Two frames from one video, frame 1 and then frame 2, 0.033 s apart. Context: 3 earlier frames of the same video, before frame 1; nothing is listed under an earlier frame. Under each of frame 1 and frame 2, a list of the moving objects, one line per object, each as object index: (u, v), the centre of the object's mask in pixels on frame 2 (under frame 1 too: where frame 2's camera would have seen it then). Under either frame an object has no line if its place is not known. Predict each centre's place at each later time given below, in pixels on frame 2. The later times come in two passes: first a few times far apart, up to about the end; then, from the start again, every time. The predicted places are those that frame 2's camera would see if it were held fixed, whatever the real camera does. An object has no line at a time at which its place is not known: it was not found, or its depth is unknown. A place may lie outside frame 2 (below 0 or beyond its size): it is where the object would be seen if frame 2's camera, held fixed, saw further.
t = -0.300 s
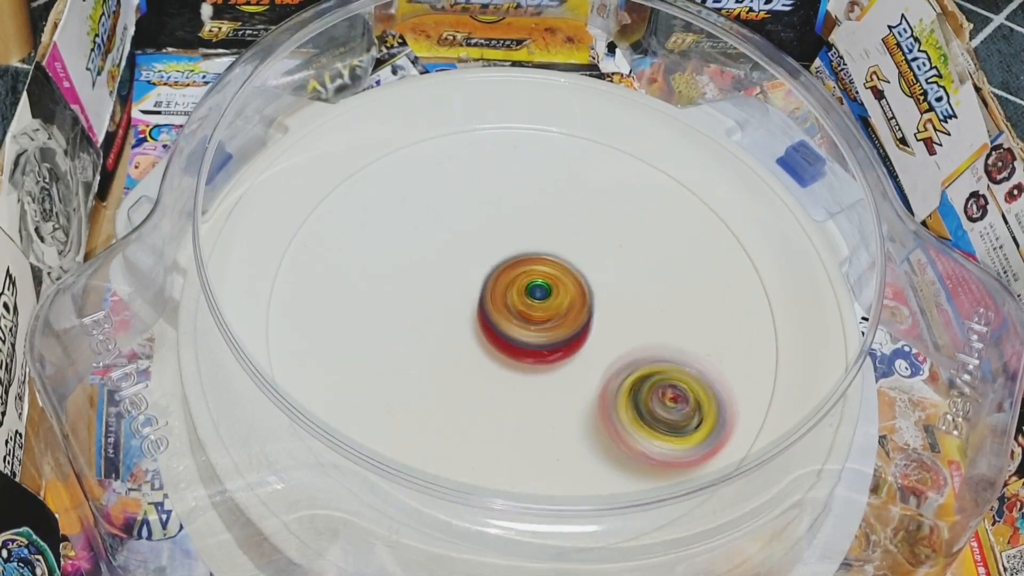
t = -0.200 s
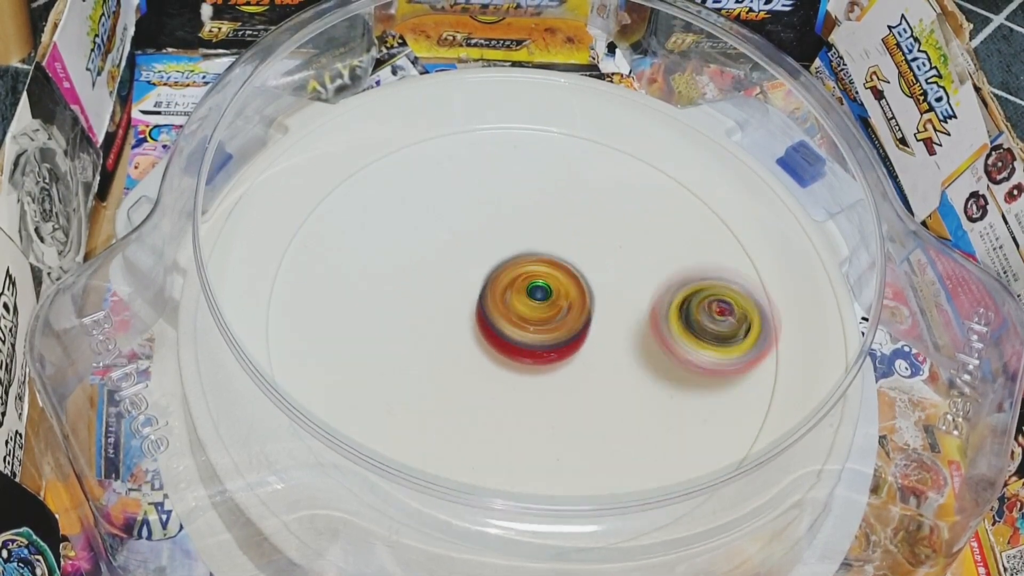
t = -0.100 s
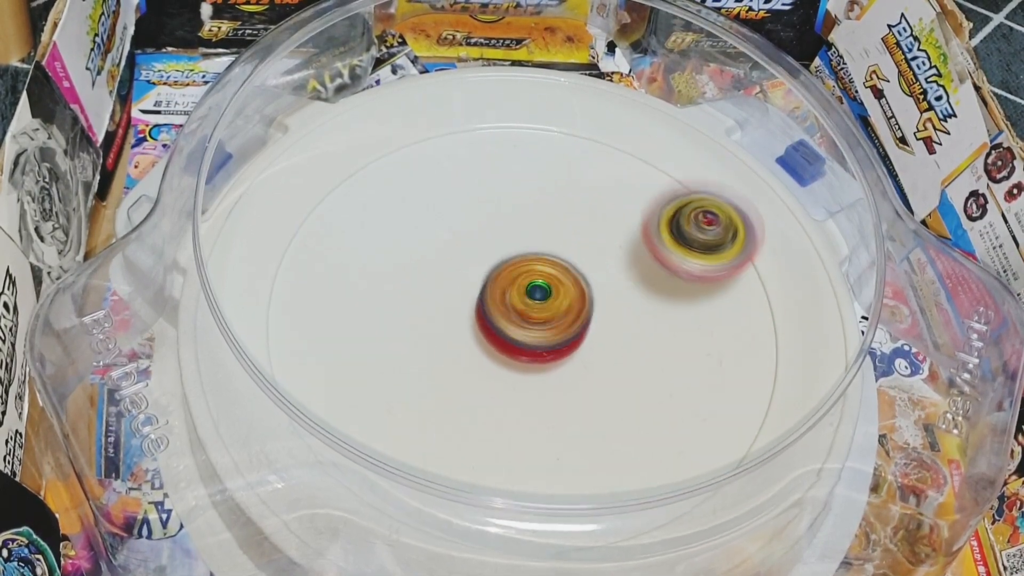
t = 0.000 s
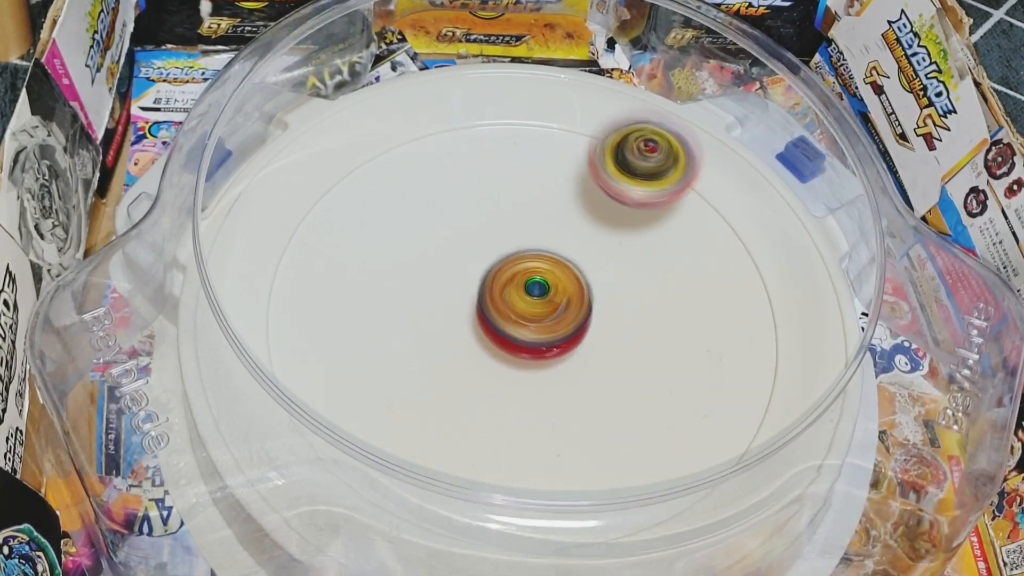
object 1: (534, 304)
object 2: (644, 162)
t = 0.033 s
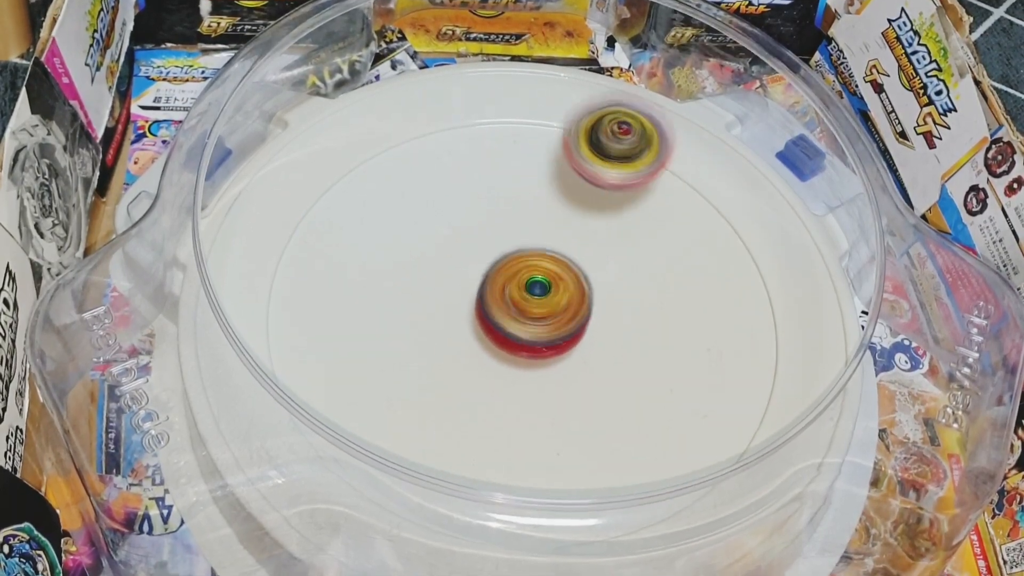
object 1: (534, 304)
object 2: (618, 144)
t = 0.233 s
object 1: (534, 304)
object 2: (430, 137)
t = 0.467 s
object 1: (534, 304)
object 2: (356, 332)
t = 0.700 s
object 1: (534, 304)
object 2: (606, 433)
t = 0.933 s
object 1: (534, 303)
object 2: (735, 268)
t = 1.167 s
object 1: (533, 304)
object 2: (578, 142)
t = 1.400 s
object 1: (533, 303)
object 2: (382, 239)
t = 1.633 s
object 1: (532, 302)
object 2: (472, 428)
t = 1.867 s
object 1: (532, 301)
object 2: (702, 388)
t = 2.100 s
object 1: (532, 300)
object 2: (664, 210)
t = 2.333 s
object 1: (532, 300)
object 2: (451, 189)
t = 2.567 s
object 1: (533, 301)
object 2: (368, 354)
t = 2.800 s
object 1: (534, 302)
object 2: (579, 440)
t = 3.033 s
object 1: (533, 303)
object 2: (679, 288)
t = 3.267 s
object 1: (534, 303)
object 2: (534, 172)
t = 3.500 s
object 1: (533, 304)
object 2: (362, 245)
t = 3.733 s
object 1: (533, 303)
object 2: (468, 410)
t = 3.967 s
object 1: (532, 303)
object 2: (662, 347)
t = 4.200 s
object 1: (532, 302)
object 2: (627, 191)
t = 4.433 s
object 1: (531, 302)
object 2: (446, 179)
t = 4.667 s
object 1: (532, 303)
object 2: (419, 346)
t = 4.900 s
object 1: (531, 304)
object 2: (616, 397)
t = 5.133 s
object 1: (532, 304)
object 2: (689, 261)
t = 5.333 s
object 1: (532, 304)
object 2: (568, 181)
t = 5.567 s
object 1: (532, 304)
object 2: (413, 253)
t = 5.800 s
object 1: (533, 303)
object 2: (476, 407)
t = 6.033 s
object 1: (532, 303)
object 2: (661, 377)
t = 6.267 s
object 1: (532, 301)
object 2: (632, 229)
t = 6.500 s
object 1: (525, 309)
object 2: (466, 189)
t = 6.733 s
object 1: (523, 310)
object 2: (377, 302)
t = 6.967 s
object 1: (526, 302)
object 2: (529, 406)
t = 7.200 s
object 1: (536, 297)
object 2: (667, 319)
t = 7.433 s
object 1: (538, 296)
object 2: (593, 196)
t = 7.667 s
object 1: (536, 298)
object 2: (433, 214)
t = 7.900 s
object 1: (533, 299)
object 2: (427, 358)
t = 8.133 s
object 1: (530, 302)
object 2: (605, 397)
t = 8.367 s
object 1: (530, 304)
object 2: (664, 269)
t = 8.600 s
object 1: (532, 304)
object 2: (535, 192)
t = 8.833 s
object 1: (534, 305)
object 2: (406, 261)
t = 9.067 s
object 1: (536, 301)
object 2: (477, 394)
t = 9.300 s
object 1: (533, 300)
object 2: (641, 360)
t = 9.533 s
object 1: (477, 283)
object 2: (678, 238)
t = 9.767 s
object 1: (465, 280)
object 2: (582, 175)
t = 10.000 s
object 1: (326, 365)
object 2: (556, 163)
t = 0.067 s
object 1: (534, 304)
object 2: (589, 132)
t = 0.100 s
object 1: (534, 304)
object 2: (558, 124)
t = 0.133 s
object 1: (534, 304)
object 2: (526, 120)
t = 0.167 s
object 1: (534, 304)
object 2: (493, 121)
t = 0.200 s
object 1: (534, 304)
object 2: (460, 127)
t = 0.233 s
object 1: (534, 304)
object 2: (430, 137)
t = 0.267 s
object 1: (534, 304)
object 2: (401, 153)
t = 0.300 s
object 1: (534, 304)
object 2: (377, 174)
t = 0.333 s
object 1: (534, 304)
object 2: (356, 202)
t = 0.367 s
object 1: (534, 304)
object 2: (344, 231)
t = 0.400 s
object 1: (534, 305)
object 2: (340, 264)
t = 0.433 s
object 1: (534, 304)
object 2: (343, 298)
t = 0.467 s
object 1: (534, 304)
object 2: (356, 332)
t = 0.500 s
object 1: (534, 304)
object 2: (378, 365)
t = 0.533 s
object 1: (534, 304)
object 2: (406, 393)
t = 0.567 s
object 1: (534, 305)
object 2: (442, 414)
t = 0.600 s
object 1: (534, 304)
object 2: (482, 428)
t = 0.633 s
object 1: (534, 304)
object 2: (523, 436)
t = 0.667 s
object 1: (534, 304)
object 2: (565, 438)
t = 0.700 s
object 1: (534, 304)
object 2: (606, 433)
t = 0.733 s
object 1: (534, 304)
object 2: (643, 421)
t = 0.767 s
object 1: (534, 304)
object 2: (676, 402)
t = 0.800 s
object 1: (534, 304)
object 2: (700, 379)
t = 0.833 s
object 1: (534, 303)
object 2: (718, 353)
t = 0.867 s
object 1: (534, 303)
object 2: (730, 325)
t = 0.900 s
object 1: (534, 303)
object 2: (736, 296)
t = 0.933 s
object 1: (534, 303)
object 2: (735, 268)
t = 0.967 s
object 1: (533, 303)
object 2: (726, 243)
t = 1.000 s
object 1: (533, 303)
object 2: (714, 216)
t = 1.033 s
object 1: (533, 303)
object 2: (694, 193)
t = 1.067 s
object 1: (533, 303)
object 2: (670, 172)
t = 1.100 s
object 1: (533, 304)
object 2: (641, 158)
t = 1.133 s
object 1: (532, 304)
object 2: (611, 148)
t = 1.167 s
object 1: (533, 304)
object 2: (578, 142)
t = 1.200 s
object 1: (533, 304)
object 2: (544, 141)
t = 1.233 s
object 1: (533, 304)
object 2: (510, 144)
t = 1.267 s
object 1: (533, 304)
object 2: (478, 154)
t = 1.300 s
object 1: (534, 303)
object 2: (448, 168)
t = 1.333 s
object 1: (533, 304)
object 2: (420, 188)
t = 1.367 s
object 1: (534, 303)
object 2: (398, 212)
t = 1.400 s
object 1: (533, 303)
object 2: (382, 239)
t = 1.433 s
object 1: (533, 303)
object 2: (371, 268)
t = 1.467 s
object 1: (533, 303)
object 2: (369, 299)
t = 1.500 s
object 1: (532, 302)
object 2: (375, 331)
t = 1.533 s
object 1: (532, 302)
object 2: (389, 361)
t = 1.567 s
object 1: (532, 302)
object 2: (410, 390)
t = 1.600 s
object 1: (532, 302)
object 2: (439, 413)
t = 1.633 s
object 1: (532, 302)
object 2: (472, 428)
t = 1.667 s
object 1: (532, 302)
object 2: (508, 439)
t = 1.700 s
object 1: (532, 302)
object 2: (545, 445)
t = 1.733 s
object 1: (532, 302)
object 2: (583, 445)
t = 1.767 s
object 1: (531, 301)
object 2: (620, 439)
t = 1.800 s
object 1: (531, 301)
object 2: (653, 429)
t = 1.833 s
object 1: (531, 301)
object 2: (680, 412)
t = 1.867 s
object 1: (532, 301)
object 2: (702, 388)
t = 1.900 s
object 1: (532, 301)
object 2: (716, 361)
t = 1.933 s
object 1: (532, 301)
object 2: (723, 334)
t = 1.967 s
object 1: (532, 300)
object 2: (723, 305)
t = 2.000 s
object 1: (531, 300)
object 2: (717, 279)
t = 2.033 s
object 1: (532, 300)
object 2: (704, 253)
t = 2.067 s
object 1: (532, 300)
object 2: (686, 232)
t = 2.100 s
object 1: (532, 300)
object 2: (664, 210)
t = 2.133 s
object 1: (532, 300)
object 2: (636, 197)
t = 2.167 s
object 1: (532, 300)
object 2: (608, 185)
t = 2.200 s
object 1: (532, 300)
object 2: (577, 176)
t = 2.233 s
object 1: (532, 300)
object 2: (544, 174)
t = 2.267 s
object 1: (532, 300)
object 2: (513, 175)
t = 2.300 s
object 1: (532, 300)
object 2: (482, 179)
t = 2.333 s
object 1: (532, 300)
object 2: (451, 189)
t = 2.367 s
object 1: (532, 300)
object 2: (423, 204)
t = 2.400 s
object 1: (533, 300)
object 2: (399, 223)
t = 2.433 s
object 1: (533, 301)
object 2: (380, 244)
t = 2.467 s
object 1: (533, 301)
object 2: (366, 270)
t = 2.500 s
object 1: (533, 301)
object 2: (359, 296)
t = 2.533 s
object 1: (533, 301)
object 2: (359, 325)
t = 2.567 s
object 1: (533, 301)
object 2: (368, 354)
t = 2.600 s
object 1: (533, 301)
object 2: (384, 382)
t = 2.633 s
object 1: (533, 301)
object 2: (409, 404)
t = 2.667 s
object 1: (533, 302)
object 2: (439, 421)
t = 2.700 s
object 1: (533, 302)
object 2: (472, 434)
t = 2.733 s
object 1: (534, 302)
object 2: (508, 441)
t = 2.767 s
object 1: (534, 302)
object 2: (544, 444)
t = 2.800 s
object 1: (534, 302)
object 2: (579, 440)
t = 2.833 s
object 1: (533, 302)
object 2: (610, 430)
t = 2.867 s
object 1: (533, 302)
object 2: (637, 412)
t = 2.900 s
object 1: (533, 302)
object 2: (659, 391)
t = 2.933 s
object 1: (533, 303)
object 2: (675, 366)
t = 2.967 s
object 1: (534, 303)
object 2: (682, 340)
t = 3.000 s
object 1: (534, 303)
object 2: (683, 313)
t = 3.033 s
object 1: (533, 303)
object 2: (679, 288)
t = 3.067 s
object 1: (534, 303)
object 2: (670, 262)
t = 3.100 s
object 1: (534, 303)
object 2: (655, 241)
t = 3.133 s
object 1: (534, 303)
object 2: (638, 221)
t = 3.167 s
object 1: (534, 303)
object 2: (614, 203)
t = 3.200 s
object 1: (534, 303)
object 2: (589, 189)
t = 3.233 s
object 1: (534, 303)
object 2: (562, 179)
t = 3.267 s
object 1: (534, 303)
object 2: (534, 172)
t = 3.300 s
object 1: (534, 303)
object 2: (505, 167)
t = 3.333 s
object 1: (534, 303)
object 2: (475, 171)
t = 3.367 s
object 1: (534, 303)
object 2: (447, 176)
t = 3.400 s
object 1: (533, 303)
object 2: (420, 186)
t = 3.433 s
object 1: (533, 303)
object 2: (395, 205)
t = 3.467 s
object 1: (533, 303)
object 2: (377, 223)
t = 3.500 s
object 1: (533, 304)
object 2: (362, 245)
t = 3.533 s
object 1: (533, 304)
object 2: (356, 271)
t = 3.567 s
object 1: (533, 304)
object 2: (356, 299)
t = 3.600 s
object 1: (533, 304)
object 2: (364, 328)
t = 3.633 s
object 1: (533, 303)
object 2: (382, 354)
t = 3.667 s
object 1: (533, 303)
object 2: (406, 378)
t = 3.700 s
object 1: (533, 303)
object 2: (434, 397)
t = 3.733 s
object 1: (533, 303)
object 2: (468, 410)
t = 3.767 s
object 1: (533, 303)
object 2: (502, 418)
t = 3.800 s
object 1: (533, 302)
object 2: (536, 417)
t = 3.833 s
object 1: (532, 302)
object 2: (570, 412)
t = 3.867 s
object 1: (532, 303)
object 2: (602, 401)
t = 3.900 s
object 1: (532, 303)
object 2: (626, 386)
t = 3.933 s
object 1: (532, 303)
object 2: (646, 368)
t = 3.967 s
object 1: (532, 303)
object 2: (662, 347)
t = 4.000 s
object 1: (532, 303)
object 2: (672, 323)
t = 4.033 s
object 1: (532, 303)
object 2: (677, 299)
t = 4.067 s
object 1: (532, 303)
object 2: (676, 276)
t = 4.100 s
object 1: (532, 303)
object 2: (671, 252)
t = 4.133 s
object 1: (532, 303)
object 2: (661, 228)
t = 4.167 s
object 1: (532, 303)
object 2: (647, 209)
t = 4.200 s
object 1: (532, 302)
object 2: (627, 191)
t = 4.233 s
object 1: (532, 302)
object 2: (605, 179)
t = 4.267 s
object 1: (532, 302)
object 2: (580, 168)
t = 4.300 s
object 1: (532, 302)
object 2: (552, 162)
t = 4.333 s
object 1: (532, 302)
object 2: (524, 160)
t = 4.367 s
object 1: (532, 302)
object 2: (496, 163)
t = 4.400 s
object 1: (532, 302)
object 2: (470, 169)
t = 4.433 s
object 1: (531, 302)
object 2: (446, 179)
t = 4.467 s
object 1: (531, 302)
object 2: (423, 195)
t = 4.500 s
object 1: (531, 302)
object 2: (407, 217)
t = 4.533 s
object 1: (531, 302)
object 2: (396, 242)
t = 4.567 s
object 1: (531, 303)
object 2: (391, 268)
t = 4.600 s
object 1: (531, 303)
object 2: (394, 293)
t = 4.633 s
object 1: (531, 303)
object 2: (403, 321)
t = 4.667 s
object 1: (532, 303)
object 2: (419, 346)
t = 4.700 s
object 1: (533, 302)
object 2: (440, 368)
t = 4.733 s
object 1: (533, 301)
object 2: (466, 386)
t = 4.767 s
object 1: (532, 300)
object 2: (495, 397)
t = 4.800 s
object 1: (531, 300)
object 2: (526, 405)
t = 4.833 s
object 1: (530, 301)
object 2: (558, 408)
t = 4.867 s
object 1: (530, 303)
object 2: (589, 406)
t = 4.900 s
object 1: (531, 304)
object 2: (616, 397)
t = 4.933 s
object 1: (531, 304)
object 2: (642, 385)
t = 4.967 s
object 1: (531, 304)
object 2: (663, 370)
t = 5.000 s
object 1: (531, 304)
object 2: (678, 351)
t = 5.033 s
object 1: (532, 304)
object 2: (689, 330)
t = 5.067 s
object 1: (532, 304)
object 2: (694, 307)
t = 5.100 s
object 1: (532, 304)
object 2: (694, 283)
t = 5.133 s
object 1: (532, 304)
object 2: (689, 261)
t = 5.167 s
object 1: (532, 304)
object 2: (679, 240)
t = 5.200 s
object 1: (532, 304)
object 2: (664, 222)
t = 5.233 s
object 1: (532, 304)
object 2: (644, 206)
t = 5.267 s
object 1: (532, 304)
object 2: (622, 193)
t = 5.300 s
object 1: (532, 304)
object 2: (596, 185)
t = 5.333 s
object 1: (532, 304)
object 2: (568, 181)
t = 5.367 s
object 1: (532, 304)
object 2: (541, 181)
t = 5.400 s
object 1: (532, 304)
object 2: (514, 182)
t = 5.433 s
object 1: (532, 304)
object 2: (487, 189)
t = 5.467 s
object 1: (533, 304)
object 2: (464, 200)
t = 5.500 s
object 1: (532, 304)
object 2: (444, 215)
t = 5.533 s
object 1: (532, 304)
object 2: (426, 233)
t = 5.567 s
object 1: (532, 304)
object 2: (413, 253)
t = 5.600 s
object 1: (533, 304)
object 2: (405, 277)
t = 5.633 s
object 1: (533, 304)
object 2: (402, 300)
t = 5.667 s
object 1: (533, 304)
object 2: (406, 324)
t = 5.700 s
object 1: (533, 304)
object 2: (415, 349)
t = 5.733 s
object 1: (533, 303)
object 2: (430, 373)
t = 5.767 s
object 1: (533, 304)
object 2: (451, 392)
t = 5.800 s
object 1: (533, 303)
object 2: (476, 407)
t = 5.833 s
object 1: (533, 303)
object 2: (505, 419)
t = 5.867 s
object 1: (533, 303)
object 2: (535, 425)
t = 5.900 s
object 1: (533, 303)
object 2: (565, 425)
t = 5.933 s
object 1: (533, 303)
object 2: (595, 419)
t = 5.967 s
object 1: (533, 303)
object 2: (622, 408)
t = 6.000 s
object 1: (533, 303)
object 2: (643, 393)
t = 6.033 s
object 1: (532, 303)
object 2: (661, 377)
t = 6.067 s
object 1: (532, 303)
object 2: (672, 356)
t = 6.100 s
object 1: (532, 303)
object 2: (678, 334)
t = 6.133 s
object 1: (532, 302)
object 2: (679, 310)
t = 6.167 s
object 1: (532, 302)
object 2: (673, 287)
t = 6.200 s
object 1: (532, 302)
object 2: (663, 266)
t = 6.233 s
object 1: (532, 302)
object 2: (650, 246)
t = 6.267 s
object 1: (532, 301)
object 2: (632, 229)
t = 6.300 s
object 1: (532, 301)
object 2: (612, 215)
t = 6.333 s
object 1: (532, 301)
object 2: (587, 204)
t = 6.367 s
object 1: (531, 302)
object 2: (563, 197)
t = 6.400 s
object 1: (528, 305)
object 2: (540, 189)
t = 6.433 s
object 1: (526, 307)
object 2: (514, 187)
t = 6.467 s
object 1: (525, 308)
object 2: (490, 187)
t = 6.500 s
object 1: (525, 309)
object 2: (466, 189)
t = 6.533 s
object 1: (524, 310)
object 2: (442, 196)
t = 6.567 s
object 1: (524, 310)
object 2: (421, 206)
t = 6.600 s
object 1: (524, 310)
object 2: (403, 220)
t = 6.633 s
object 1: (523, 310)
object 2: (389, 237)
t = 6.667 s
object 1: (523, 310)
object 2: (380, 257)
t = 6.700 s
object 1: (523, 310)
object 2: (375, 279)
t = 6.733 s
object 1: (523, 310)
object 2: (377, 302)
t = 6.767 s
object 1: (523, 310)
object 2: (385, 326)
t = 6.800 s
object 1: (523, 310)
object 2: (398, 348)
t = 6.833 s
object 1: (524, 309)
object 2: (418, 369)
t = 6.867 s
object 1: (526, 307)
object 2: (443, 384)
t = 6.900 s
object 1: (526, 306)
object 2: (471, 396)
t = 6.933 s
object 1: (526, 304)
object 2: (501, 402)
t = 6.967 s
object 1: (526, 302)
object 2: (529, 406)
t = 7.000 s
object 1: (528, 300)
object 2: (557, 405)
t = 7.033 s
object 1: (531, 300)
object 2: (585, 402)
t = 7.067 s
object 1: (533, 299)
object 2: (610, 391)
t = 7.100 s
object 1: (534, 298)
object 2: (632, 377)
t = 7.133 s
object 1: (534, 297)
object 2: (648, 360)
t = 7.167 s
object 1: (535, 297)
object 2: (660, 340)
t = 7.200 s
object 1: (536, 297)
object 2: (667, 319)
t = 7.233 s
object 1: (536, 297)
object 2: (669, 298)
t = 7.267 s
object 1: (536, 297)
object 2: (666, 276)
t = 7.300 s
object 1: (537, 297)
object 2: (660, 256)
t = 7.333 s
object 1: (537, 296)
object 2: (649, 238)
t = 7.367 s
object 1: (537, 296)
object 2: (634, 219)
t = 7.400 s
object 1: (538, 296)
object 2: (616, 206)
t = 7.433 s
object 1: (538, 296)
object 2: (593, 196)
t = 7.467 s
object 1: (538, 296)
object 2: (570, 188)
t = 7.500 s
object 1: (538, 296)
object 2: (546, 185)
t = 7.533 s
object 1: (538, 296)
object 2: (522, 184)
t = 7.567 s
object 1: (537, 296)
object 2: (497, 187)
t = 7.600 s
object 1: (537, 297)
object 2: (475, 193)
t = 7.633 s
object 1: (536, 297)
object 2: (453, 200)
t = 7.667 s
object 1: (536, 298)
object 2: (433, 214)
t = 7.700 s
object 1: (535, 298)
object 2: (417, 230)
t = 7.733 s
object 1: (534, 298)
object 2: (406, 248)
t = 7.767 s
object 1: (534, 299)
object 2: (400, 271)
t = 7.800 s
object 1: (533, 299)
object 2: (398, 292)
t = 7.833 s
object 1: (533, 299)
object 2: (403, 315)
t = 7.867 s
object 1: (533, 299)
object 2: (412, 337)
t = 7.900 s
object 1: (533, 299)
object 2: (427, 358)
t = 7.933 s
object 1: (533, 299)
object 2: (447, 377)
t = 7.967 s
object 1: (532, 298)
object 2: (469, 391)
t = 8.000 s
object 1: (531, 298)
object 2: (497, 400)
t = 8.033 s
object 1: (530, 298)
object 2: (525, 407)
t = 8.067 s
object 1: (530, 299)
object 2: (553, 407)
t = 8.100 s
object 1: (530, 300)
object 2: (580, 404)
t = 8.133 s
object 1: (530, 302)
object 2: (605, 397)
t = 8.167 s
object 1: (530, 302)
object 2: (628, 384)
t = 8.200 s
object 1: (530, 303)
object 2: (645, 369)
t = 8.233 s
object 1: (530, 303)
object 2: (658, 351)
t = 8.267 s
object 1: (530, 304)
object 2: (667, 331)
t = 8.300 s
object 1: (530, 304)
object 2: (670, 310)
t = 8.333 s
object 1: (530, 304)
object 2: (669, 290)
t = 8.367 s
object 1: (530, 304)
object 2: (664, 269)
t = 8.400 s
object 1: (530, 304)
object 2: (655, 250)
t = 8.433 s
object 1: (531, 304)
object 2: (641, 233)
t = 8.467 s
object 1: (531, 304)
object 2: (625, 218)
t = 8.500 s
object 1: (531, 304)
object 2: (605, 206)
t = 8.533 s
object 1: (531, 304)
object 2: (582, 199)
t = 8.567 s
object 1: (532, 304)
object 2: (559, 192)
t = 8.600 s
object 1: (532, 304)
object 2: (535, 192)
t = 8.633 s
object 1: (532, 304)
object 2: (512, 191)
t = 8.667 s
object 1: (532, 304)
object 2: (488, 196)
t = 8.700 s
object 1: (533, 305)
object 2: (467, 201)
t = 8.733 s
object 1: (534, 305)
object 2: (446, 212)
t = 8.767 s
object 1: (534, 305)
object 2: (429, 225)
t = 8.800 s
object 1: (534, 305)
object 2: (415, 242)
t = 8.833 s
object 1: (534, 305)
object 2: (406, 261)
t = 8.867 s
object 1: (534, 304)
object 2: (401, 282)
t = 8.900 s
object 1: (534, 304)
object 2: (402, 303)
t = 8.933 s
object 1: (534, 304)
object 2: (407, 325)
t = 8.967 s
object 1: (535, 303)
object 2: (417, 346)
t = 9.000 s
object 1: (535, 303)
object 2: (432, 365)
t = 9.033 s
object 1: (536, 302)
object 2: (453, 381)
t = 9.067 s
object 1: (536, 301)
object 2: (477, 394)
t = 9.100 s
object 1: (535, 299)
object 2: (504, 401)
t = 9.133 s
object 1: (534, 299)
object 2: (530, 405)
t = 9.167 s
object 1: (534, 299)
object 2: (557, 404)
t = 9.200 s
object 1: (533, 299)
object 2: (582, 399)
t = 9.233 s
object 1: (534, 300)
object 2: (606, 391)
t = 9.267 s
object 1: (534, 301)
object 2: (625, 378)
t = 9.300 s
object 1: (533, 300)
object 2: (641, 360)
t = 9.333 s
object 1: (533, 300)
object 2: (651, 342)
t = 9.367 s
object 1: (533, 299)
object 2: (656, 323)
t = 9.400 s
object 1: (534, 299)
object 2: (658, 302)
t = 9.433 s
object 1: (524, 297)
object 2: (661, 285)
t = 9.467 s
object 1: (503, 291)
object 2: (674, 268)
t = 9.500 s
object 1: (487, 285)
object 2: (679, 252)
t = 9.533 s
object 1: (477, 283)
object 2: (678, 238)
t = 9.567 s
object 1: (472, 281)
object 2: (672, 224)
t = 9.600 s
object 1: (469, 281)
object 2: (665, 209)
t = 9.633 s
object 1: (467, 281)
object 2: (654, 197)
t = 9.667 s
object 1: (466, 280)
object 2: (639, 186)
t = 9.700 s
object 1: (465, 280)
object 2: (622, 179)
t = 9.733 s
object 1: (465, 280)
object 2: (602, 177)
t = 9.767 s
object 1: (465, 280)
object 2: (582, 175)
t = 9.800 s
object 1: (465, 280)
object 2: (562, 177)
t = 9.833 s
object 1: (465, 281)
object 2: (543, 179)
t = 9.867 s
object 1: (465, 283)
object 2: (523, 189)
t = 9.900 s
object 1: (435, 305)
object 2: (526, 186)
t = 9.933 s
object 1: (395, 333)
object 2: (541, 173)
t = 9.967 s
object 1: (357, 355)
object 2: (551, 166)
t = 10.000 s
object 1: (326, 365)
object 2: (556, 163)
